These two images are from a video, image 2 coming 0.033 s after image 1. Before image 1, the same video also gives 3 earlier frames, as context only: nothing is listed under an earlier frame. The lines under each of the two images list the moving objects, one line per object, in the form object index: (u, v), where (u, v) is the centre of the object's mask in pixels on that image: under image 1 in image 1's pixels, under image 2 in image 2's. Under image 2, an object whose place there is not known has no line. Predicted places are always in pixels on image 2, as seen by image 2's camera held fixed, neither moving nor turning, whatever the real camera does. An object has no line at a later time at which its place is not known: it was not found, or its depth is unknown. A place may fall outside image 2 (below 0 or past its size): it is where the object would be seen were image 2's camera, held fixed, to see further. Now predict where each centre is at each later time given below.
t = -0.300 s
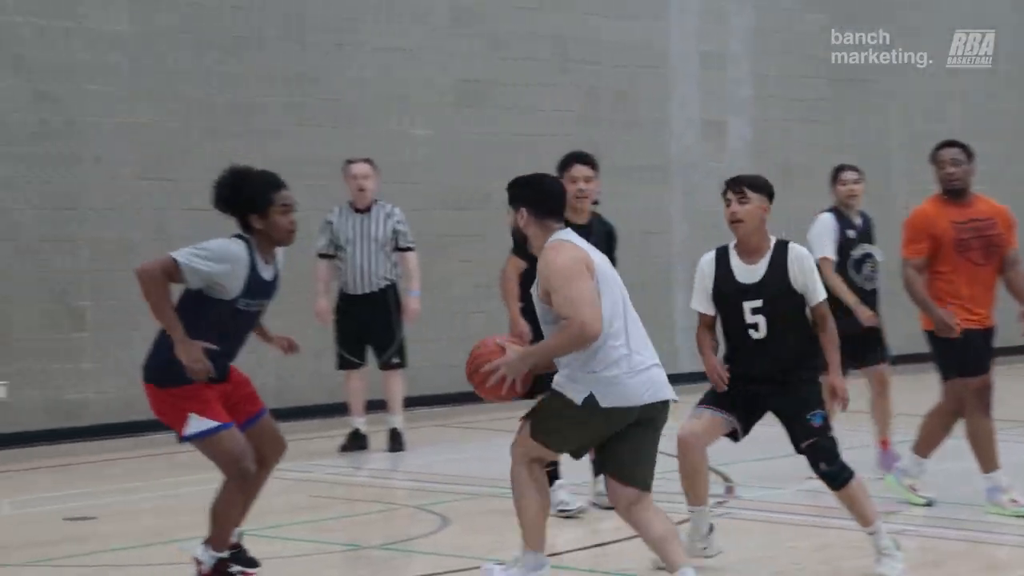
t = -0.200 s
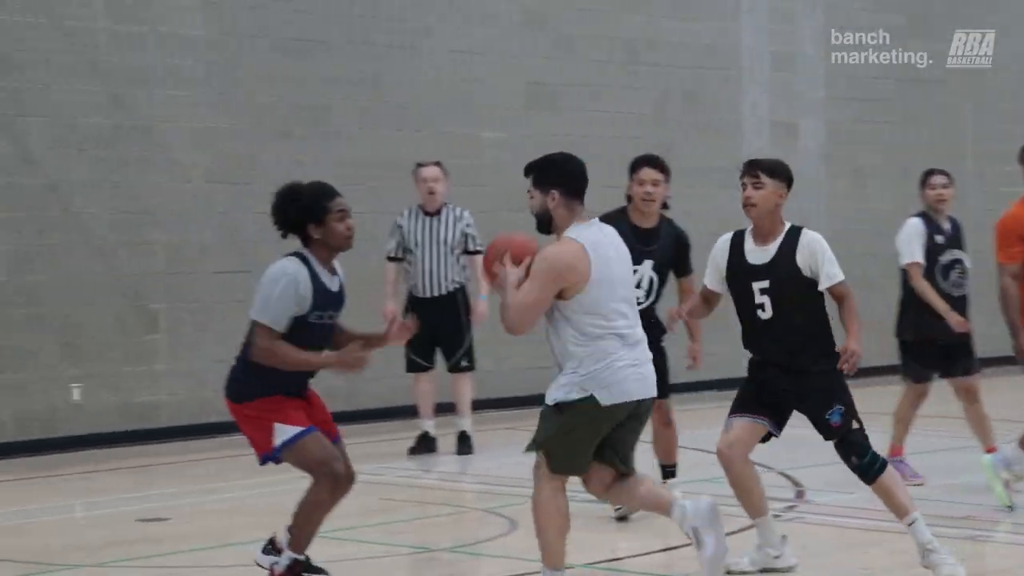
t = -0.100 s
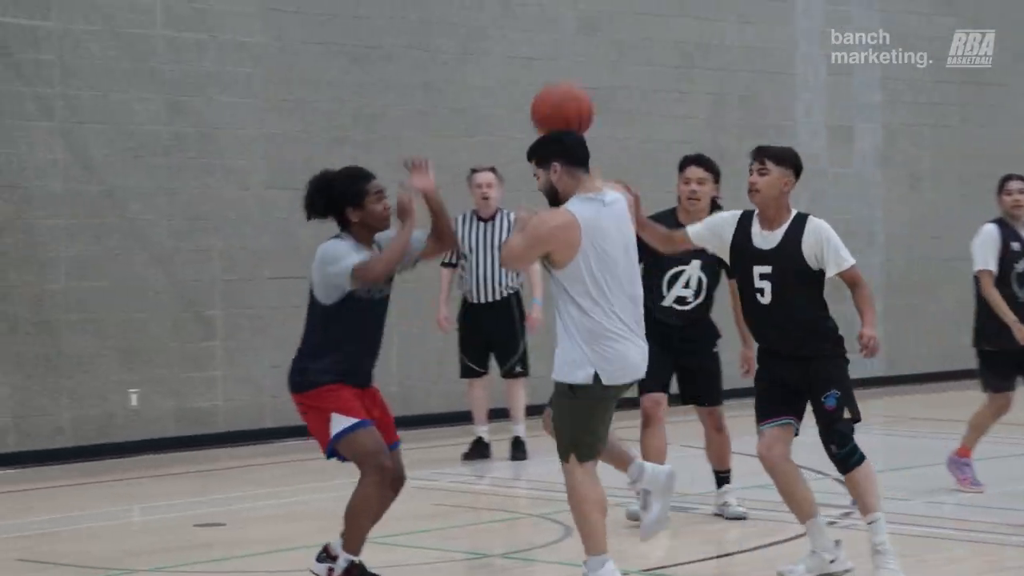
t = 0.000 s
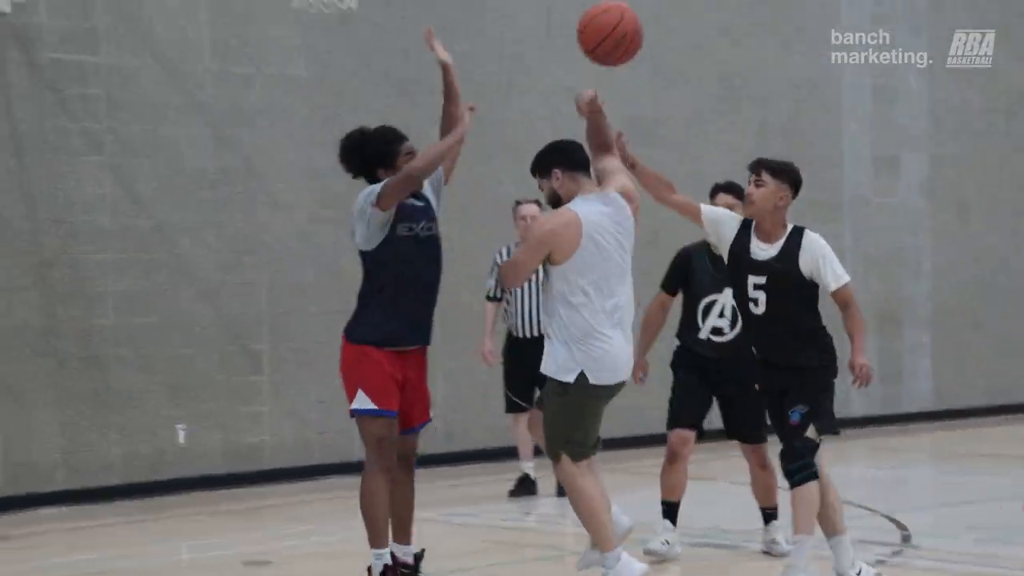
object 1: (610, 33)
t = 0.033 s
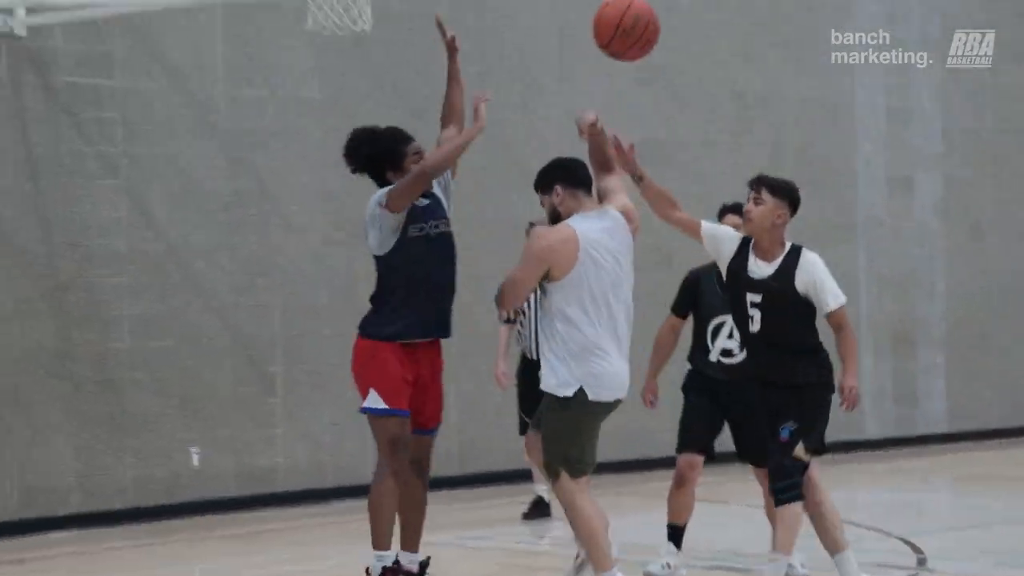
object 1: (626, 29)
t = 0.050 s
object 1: (625, 15)
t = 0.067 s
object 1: (626, 2)
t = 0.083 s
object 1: (627, -12)
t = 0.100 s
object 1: (627, -24)
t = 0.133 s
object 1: (631, -46)
